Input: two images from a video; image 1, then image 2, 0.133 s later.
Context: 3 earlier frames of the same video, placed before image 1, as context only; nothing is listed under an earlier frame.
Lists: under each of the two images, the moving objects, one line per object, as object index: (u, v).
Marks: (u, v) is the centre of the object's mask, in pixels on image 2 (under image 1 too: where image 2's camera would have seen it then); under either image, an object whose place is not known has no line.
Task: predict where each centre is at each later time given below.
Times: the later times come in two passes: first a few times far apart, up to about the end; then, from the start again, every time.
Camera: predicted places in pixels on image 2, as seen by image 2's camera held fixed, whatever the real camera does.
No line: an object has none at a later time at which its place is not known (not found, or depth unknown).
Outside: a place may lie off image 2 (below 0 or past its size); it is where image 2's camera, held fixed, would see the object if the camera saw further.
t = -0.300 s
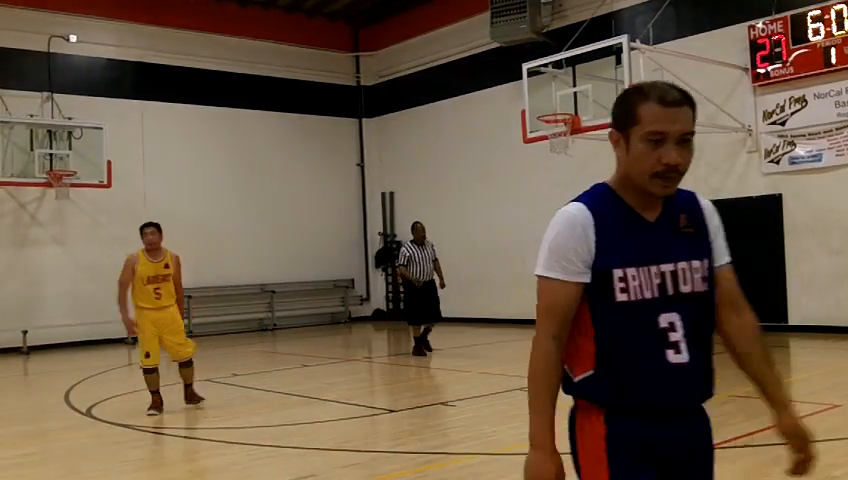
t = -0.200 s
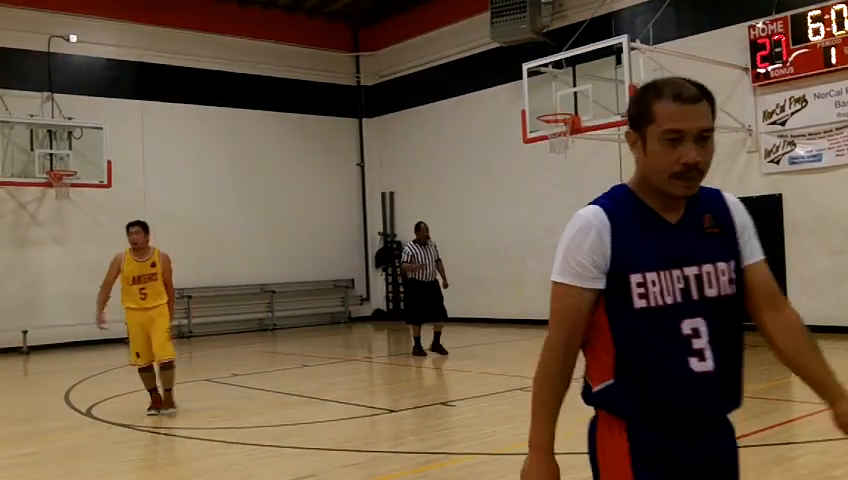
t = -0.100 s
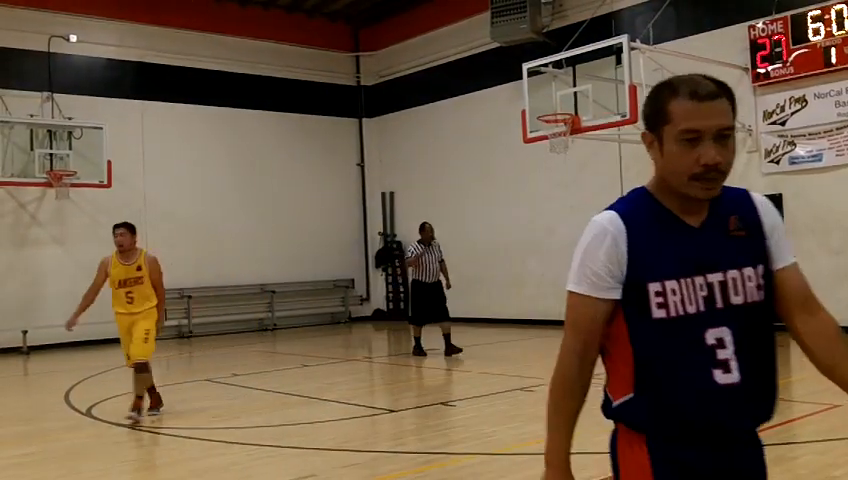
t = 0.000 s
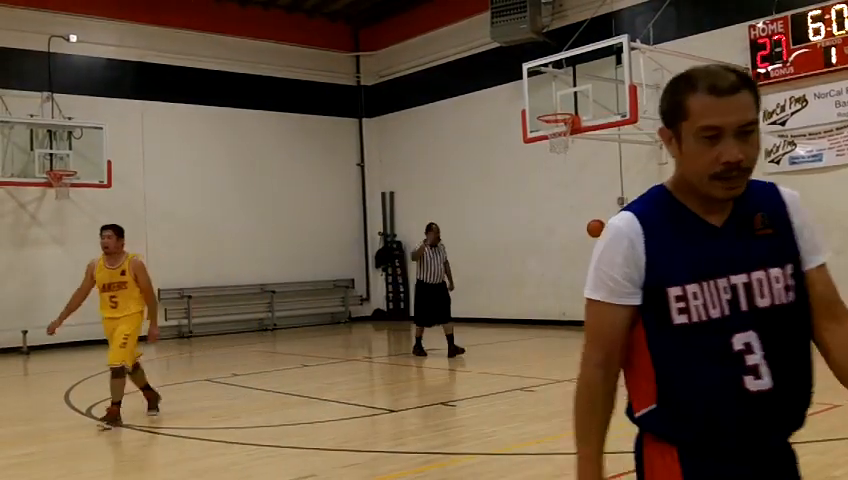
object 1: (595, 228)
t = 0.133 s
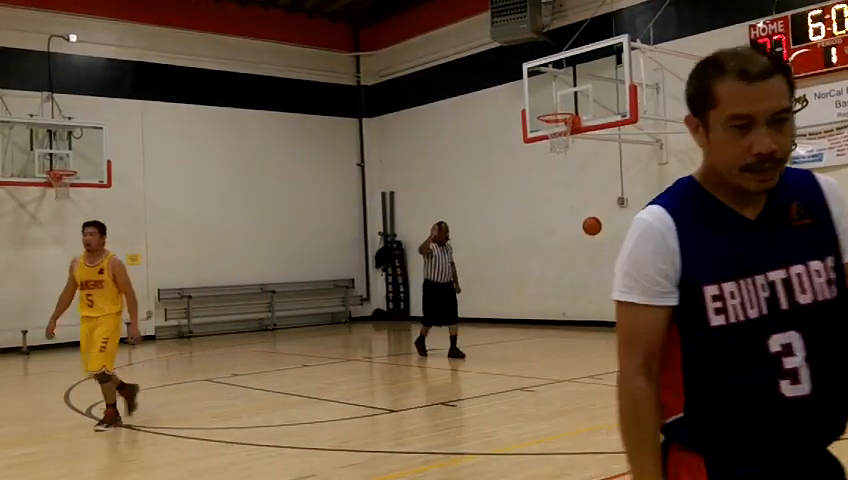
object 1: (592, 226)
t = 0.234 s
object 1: (589, 233)
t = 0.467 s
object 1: (584, 282)
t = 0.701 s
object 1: (581, 333)
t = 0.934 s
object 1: (575, 284)
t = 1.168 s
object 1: (572, 279)
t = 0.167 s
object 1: (591, 227)
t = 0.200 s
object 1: (590, 229)
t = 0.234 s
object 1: (589, 233)
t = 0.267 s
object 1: (588, 237)
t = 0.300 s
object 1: (587, 242)
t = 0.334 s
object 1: (586, 248)
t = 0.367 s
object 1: (586, 255)
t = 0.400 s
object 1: (585, 263)
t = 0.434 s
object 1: (585, 271)
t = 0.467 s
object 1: (584, 282)
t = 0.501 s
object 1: (584, 292)
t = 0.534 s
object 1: (583, 304)
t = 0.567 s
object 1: (583, 317)
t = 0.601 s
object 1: (583, 330)
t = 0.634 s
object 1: (582, 346)
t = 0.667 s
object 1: (581, 344)
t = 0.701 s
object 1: (581, 333)
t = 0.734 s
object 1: (580, 323)
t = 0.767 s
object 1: (579, 316)
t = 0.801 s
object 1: (578, 307)
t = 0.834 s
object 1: (578, 300)
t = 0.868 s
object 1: (577, 294)
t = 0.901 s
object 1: (576, 289)
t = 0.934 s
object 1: (575, 284)
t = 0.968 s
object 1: (575, 281)
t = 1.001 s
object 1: (574, 278)
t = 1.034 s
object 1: (574, 277)
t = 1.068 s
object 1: (573, 276)
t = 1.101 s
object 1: (573, 276)
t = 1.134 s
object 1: (573, 277)
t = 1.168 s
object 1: (572, 279)
